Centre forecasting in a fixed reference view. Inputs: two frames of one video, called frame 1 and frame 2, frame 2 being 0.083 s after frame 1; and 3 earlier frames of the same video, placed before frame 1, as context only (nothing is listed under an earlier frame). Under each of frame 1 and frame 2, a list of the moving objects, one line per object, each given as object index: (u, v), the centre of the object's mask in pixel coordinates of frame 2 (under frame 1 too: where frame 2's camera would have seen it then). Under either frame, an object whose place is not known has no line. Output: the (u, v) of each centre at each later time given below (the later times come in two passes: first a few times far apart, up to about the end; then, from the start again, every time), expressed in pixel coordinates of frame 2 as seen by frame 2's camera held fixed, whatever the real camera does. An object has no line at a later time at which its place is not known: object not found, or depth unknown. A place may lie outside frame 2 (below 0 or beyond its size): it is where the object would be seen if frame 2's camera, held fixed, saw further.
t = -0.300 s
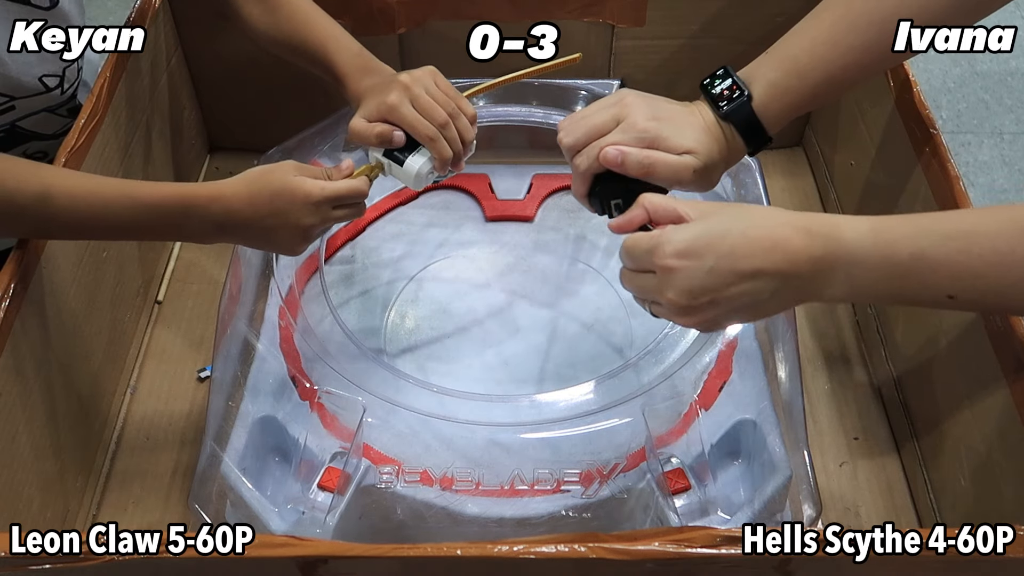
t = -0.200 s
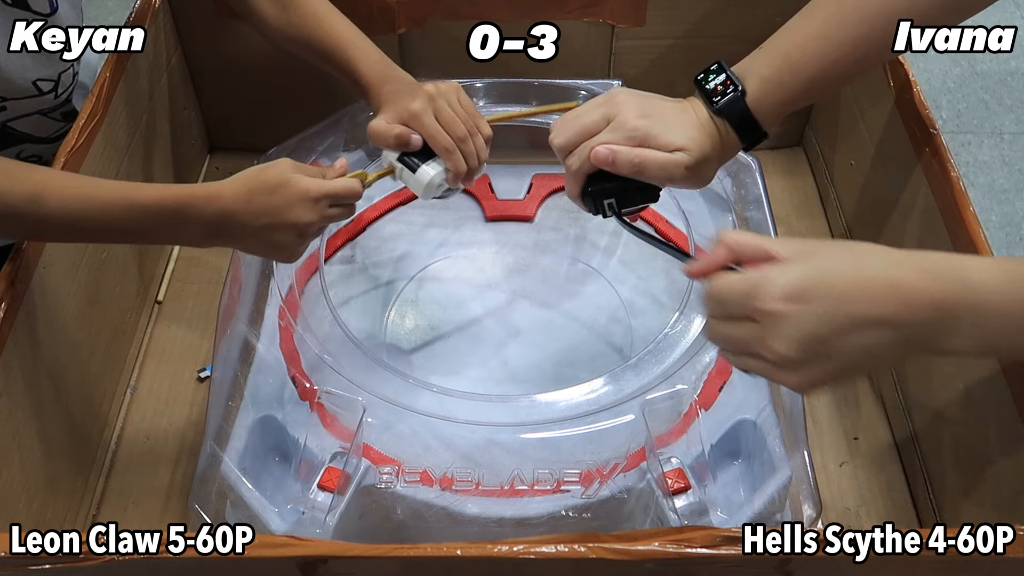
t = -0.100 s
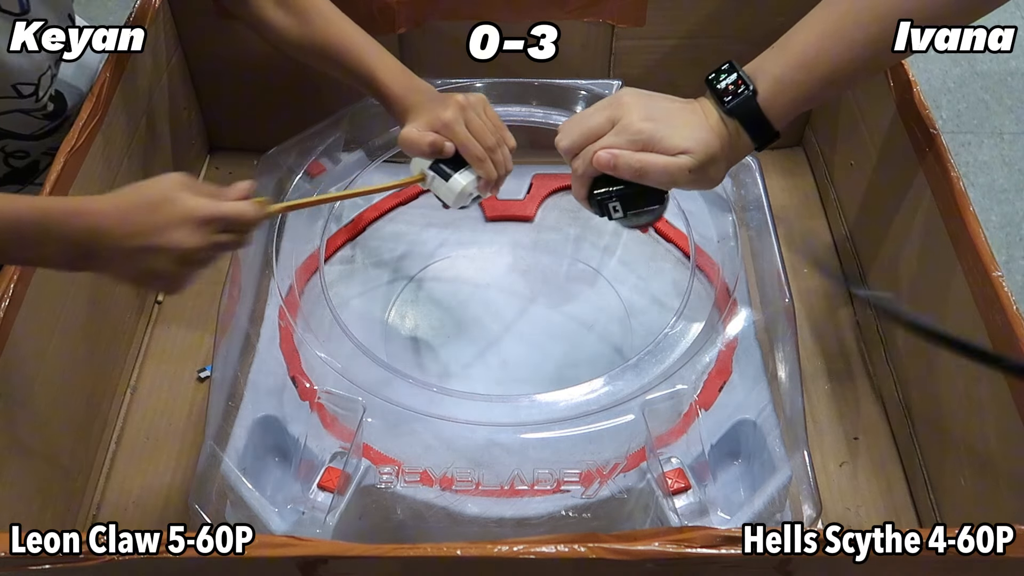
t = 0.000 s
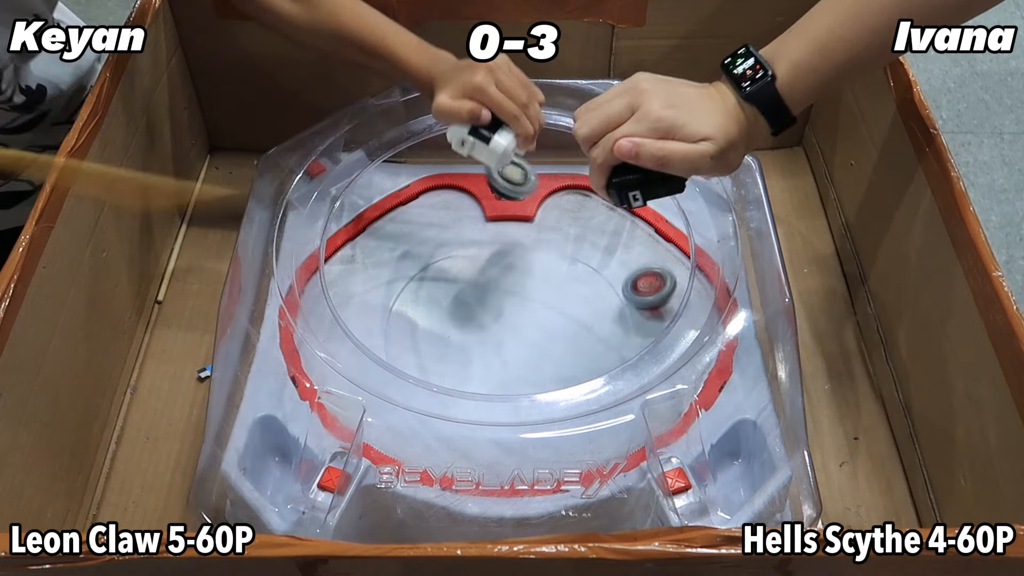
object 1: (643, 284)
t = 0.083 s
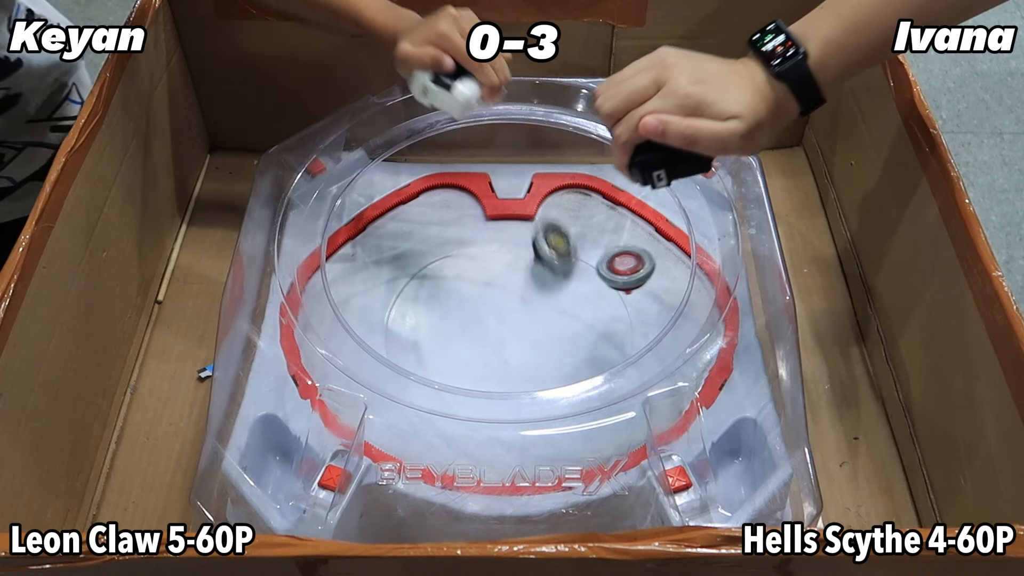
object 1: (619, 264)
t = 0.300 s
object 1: (503, 353)
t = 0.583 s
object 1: (421, 404)
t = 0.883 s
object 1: (519, 386)
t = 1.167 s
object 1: (534, 365)
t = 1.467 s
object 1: (449, 326)
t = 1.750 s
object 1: (492, 381)
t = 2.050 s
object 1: (480, 274)
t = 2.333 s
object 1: (366, 309)
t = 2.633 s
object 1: (376, 312)
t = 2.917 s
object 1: (524, 339)
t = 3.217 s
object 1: (544, 219)
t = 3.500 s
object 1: (454, 258)
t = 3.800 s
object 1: (535, 373)
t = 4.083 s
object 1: (594, 300)
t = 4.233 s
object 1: (525, 296)
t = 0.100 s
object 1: (613, 265)
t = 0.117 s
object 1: (606, 269)
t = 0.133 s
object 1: (599, 275)
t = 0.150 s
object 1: (592, 283)
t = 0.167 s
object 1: (585, 293)
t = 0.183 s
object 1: (578, 306)
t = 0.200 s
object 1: (570, 321)
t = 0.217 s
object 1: (562, 337)
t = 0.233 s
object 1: (551, 340)
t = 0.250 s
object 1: (539, 341)
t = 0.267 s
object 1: (527, 345)
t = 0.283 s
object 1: (514, 350)
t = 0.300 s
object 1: (503, 353)
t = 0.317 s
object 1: (492, 356)
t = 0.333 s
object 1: (482, 359)
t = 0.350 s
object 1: (472, 362)
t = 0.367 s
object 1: (463, 366)
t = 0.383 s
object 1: (455, 369)
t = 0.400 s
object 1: (449, 371)
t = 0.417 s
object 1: (443, 374)
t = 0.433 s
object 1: (439, 375)
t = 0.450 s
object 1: (429, 384)
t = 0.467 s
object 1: (425, 389)
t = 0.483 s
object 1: (425, 390)
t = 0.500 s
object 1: (424, 393)
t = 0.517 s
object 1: (425, 398)
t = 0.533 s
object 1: (425, 399)
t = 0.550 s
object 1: (426, 399)
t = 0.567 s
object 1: (426, 400)
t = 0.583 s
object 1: (421, 404)
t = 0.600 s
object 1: (417, 407)
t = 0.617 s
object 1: (412, 413)
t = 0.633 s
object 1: (404, 419)
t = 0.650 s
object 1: (401, 421)
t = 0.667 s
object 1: (395, 422)
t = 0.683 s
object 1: (389, 424)
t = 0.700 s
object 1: (387, 426)
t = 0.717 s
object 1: (400, 424)
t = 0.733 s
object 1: (412, 426)
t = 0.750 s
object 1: (429, 423)
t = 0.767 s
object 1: (443, 417)
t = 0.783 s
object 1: (459, 414)
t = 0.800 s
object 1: (474, 411)
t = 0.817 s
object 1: (485, 409)
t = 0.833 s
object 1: (495, 405)
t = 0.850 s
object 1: (503, 402)
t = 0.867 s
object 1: (514, 388)
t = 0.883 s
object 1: (519, 386)
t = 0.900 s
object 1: (526, 382)
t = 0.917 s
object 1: (531, 377)
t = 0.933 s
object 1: (534, 370)
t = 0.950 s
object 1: (536, 362)
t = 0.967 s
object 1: (535, 354)
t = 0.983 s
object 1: (534, 345)
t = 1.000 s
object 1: (534, 338)
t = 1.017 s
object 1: (533, 337)
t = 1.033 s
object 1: (534, 338)
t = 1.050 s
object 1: (534, 341)
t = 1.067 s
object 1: (535, 346)
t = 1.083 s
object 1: (535, 354)
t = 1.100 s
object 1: (536, 364)
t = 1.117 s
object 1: (536, 369)
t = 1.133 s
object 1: (536, 367)
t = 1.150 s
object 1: (535, 365)
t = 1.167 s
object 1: (534, 365)
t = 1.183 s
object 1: (534, 363)
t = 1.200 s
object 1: (534, 359)
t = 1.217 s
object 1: (533, 355)
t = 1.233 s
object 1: (531, 351)
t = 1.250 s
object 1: (528, 347)
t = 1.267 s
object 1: (525, 343)
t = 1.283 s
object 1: (521, 339)
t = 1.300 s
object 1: (516, 336)
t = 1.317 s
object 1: (510, 332)
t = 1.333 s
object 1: (504, 329)
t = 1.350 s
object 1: (497, 327)
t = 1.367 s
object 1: (490, 324)
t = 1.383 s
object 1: (482, 323)
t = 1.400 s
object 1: (476, 322)
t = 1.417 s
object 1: (468, 322)
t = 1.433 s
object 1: (462, 323)
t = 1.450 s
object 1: (455, 324)
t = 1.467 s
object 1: (449, 326)
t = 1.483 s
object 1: (443, 328)
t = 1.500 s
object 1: (438, 331)
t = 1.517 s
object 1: (434, 335)
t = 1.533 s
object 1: (430, 339)
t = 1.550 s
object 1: (426, 344)
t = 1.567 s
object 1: (425, 349)
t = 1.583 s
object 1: (424, 355)
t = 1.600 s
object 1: (425, 360)
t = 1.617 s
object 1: (428, 365)
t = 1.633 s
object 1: (433, 369)
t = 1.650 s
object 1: (440, 373)
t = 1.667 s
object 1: (449, 376)
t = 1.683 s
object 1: (455, 379)
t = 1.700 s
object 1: (464, 380)
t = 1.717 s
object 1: (474, 381)
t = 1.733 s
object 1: (483, 381)
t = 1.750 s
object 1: (492, 381)
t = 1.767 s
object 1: (502, 377)
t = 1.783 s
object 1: (510, 375)
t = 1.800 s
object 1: (518, 369)
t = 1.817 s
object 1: (525, 363)
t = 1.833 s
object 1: (531, 356)
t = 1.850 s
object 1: (536, 349)
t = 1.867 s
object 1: (539, 341)
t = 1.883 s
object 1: (541, 334)
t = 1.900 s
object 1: (542, 326)
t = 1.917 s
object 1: (542, 318)
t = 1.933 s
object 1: (541, 310)
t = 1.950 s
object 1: (532, 302)
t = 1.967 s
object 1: (524, 296)
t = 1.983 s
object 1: (516, 291)
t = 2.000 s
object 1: (508, 286)
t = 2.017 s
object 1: (498, 281)
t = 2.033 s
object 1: (489, 277)
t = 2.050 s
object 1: (480, 274)
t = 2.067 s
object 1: (471, 271)
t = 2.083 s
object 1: (461, 269)
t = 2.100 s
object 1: (452, 269)
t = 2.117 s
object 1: (442, 268)
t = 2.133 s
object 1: (432, 268)
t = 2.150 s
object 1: (422, 269)
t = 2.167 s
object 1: (413, 270)
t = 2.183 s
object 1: (404, 271)
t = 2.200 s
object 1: (396, 274)
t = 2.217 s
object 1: (392, 277)
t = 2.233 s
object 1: (389, 284)
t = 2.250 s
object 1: (385, 289)
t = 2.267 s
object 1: (381, 294)
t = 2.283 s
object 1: (376, 299)
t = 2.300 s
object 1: (373, 303)
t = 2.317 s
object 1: (369, 306)
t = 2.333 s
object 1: (366, 309)
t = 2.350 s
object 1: (364, 310)
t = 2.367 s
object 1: (363, 312)
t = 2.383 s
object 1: (362, 312)
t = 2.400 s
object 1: (361, 311)
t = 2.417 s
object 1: (361, 312)
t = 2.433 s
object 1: (361, 311)
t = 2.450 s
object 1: (360, 311)
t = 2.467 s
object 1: (360, 311)
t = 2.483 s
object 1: (361, 311)
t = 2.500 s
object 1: (361, 312)
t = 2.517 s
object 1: (362, 312)
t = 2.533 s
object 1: (363, 312)
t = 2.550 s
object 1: (364, 312)
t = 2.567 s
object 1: (366, 312)
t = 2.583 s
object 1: (368, 312)
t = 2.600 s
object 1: (371, 312)
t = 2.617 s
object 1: (374, 312)
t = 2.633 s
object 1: (376, 312)
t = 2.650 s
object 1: (380, 313)
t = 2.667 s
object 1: (383, 317)
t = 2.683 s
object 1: (388, 321)
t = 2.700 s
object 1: (394, 324)
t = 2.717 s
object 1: (400, 329)
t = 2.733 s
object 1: (407, 334)
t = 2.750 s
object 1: (416, 339)
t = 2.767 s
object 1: (426, 343)
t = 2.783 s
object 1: (436, 347)
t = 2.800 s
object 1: (447, 350)
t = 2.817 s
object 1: (459, 352)
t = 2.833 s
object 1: (470, 352)
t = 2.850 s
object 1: (482, 351)
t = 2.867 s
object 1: (492, 349)
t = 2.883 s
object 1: (504, 346)
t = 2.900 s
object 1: (514, 344)
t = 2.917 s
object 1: (524, 339)
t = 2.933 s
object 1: (532, 335)
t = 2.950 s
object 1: (540, 330)
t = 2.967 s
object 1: (547, 324)
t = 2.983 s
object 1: (553, 318)
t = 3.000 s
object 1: (557, 311)
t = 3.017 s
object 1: (561, 305)
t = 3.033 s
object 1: (564, 297)
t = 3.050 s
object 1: (565, 289)
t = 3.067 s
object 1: (567, 281)
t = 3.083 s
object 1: (567, 273)
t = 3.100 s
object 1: (566, 266)
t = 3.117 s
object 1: (565, 258)
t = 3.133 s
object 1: (563, 251)
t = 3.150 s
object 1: (561, 244)
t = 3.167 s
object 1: (556, 236)
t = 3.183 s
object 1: (551, 230)
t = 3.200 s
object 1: (548, 224)
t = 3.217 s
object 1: (544, 219)
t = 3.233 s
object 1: (541, 215)
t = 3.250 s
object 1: (536, 211)
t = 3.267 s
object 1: (532, 208)
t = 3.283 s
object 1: (527, 207)
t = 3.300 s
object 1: (521, 206)
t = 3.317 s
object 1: (514, 207)
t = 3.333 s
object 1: (507, 208)
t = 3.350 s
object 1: (500, 210)
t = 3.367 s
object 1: (493, 212)
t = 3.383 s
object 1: (487, 215)
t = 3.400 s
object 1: (480, 219)
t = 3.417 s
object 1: (474, 223)
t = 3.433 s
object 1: (469, 228)
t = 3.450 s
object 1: (466, 234)
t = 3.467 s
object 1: (462, 242)
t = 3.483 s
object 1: (457, 250)
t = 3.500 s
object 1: (454, 258)
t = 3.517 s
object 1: (451, 267)
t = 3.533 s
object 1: (449, 275)
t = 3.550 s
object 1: (449, 284)
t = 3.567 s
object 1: (449, 293)
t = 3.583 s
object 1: (450, 302)
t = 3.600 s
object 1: (452, 311)
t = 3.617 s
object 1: (455, 319)
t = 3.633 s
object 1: (459, 327)
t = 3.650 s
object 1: (463, 334)
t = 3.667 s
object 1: (469, 341)
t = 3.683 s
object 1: (475, 347)
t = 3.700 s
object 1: (482, 353)
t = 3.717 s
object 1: (490, 358)
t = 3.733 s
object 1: (498, 363)
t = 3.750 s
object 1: (507, 366)
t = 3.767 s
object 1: (515, 369)
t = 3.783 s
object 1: (525, 371)
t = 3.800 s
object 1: (535, 373)
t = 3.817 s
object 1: (545, 372)
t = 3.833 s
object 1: (556, 372)
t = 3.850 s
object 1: (567, 370)
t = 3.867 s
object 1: (575, 369)
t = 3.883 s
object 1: (584, 367)
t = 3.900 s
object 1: (593, 363)
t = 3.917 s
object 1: (602, 360)
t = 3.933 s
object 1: (608, 355)
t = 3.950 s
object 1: (613, 349)
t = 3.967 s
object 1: (616, 343)
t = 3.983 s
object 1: (617, 339)
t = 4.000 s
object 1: (614, 331)
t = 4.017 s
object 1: (610, 323)
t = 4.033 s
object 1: (606, 316)
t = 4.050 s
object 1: (602, 310)
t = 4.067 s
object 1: (598, 304)
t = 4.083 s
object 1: (594, 300)
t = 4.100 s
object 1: (587, 296)
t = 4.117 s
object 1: (581, 292)
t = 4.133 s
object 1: (573, 291)
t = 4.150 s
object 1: (566, 291)
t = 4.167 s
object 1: (558, 290)
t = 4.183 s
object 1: (549, 290)
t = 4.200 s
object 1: (541, 292)
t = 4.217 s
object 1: (533, 293)
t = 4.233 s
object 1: (525, 296)
